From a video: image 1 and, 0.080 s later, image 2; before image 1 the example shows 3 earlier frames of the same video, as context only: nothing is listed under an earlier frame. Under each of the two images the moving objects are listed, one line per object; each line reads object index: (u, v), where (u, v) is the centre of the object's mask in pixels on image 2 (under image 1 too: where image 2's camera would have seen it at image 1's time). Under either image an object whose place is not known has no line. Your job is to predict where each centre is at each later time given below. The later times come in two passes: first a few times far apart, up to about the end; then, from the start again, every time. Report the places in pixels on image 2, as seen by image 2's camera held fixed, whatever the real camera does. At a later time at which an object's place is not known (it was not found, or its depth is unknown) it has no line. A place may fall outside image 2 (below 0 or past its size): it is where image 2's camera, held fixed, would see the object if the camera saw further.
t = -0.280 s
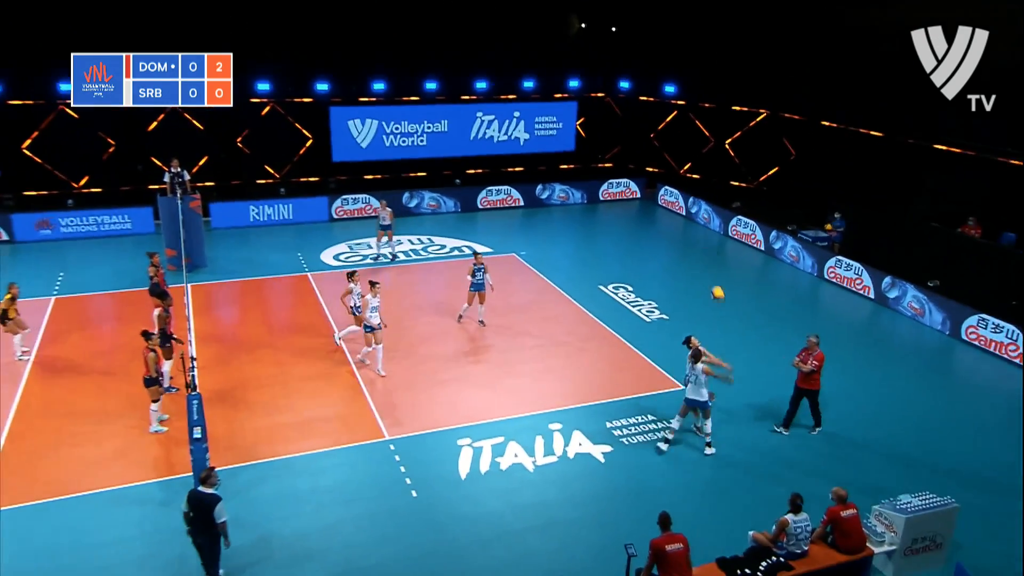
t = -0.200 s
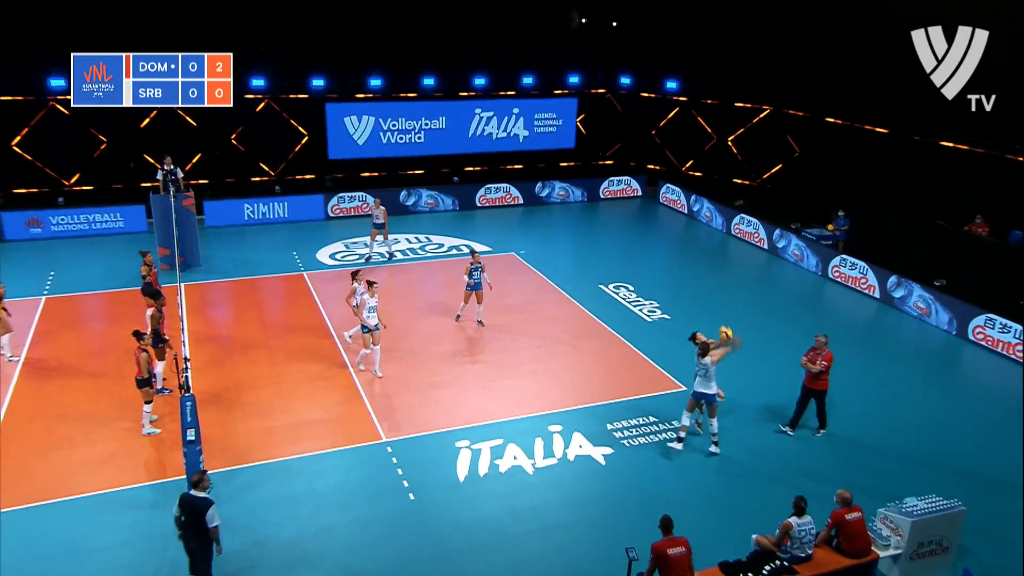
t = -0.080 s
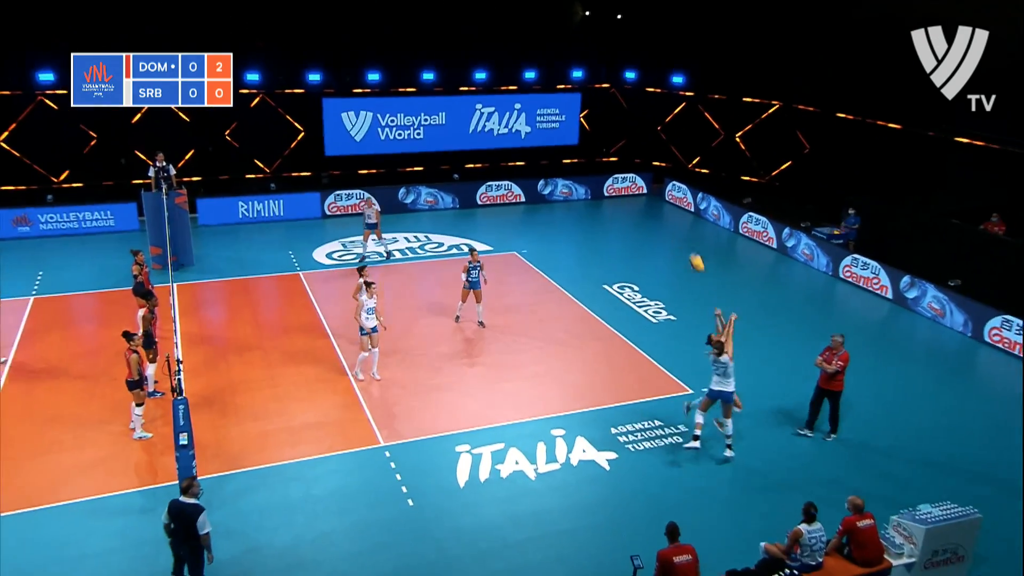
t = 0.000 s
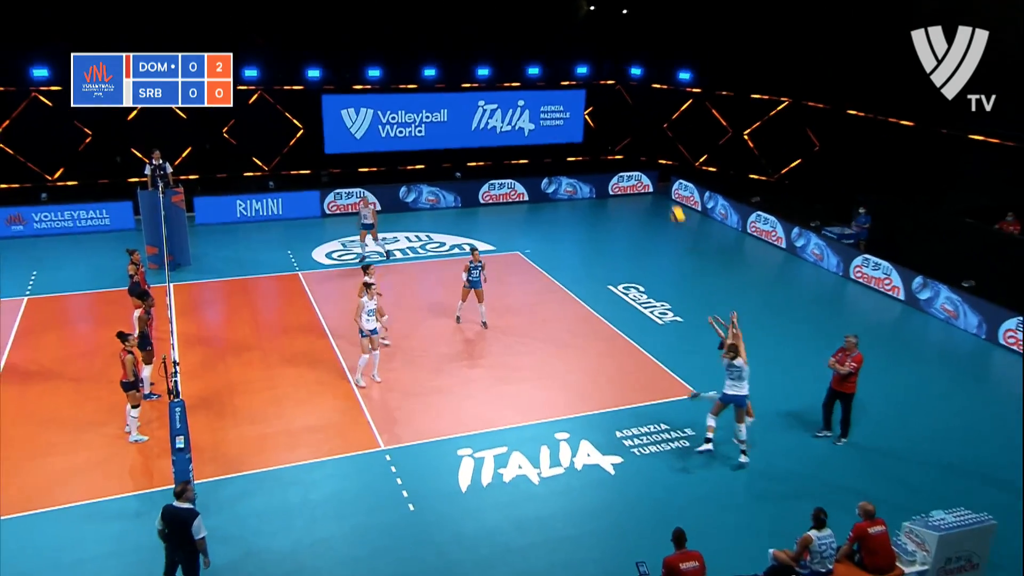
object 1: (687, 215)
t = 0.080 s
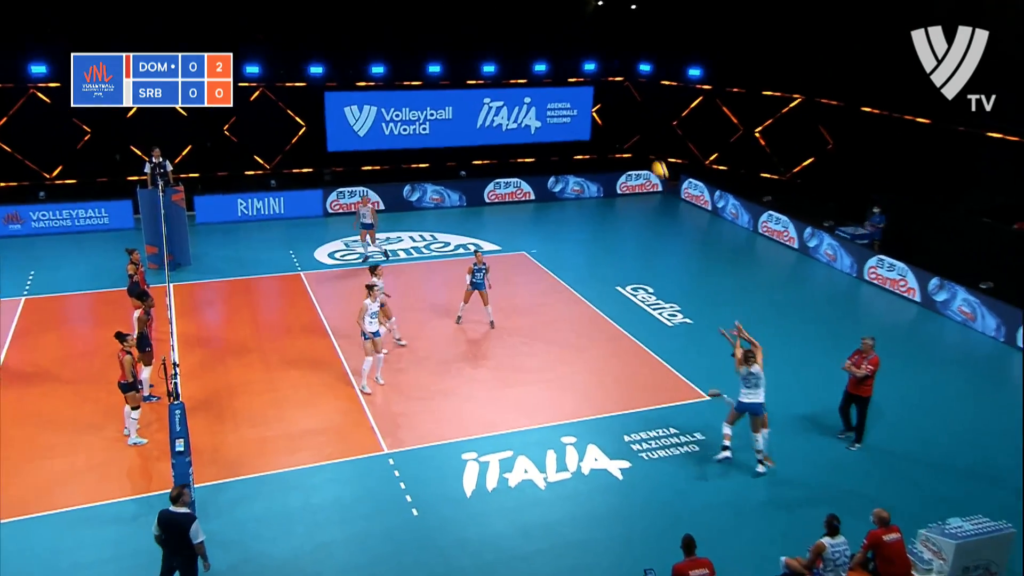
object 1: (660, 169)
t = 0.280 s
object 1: (592, 77)
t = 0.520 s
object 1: (510, 9)
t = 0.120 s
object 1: (646, 149)
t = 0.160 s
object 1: (633, 130)
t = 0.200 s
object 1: (619, 111)
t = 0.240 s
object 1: (606, 93)
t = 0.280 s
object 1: (592, 77)
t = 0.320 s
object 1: (578, 62)
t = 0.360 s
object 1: (564, 49)
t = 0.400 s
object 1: (550, 37)
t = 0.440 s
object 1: (537, 26)
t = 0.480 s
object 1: (523, 17)
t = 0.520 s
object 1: (510, 9)
